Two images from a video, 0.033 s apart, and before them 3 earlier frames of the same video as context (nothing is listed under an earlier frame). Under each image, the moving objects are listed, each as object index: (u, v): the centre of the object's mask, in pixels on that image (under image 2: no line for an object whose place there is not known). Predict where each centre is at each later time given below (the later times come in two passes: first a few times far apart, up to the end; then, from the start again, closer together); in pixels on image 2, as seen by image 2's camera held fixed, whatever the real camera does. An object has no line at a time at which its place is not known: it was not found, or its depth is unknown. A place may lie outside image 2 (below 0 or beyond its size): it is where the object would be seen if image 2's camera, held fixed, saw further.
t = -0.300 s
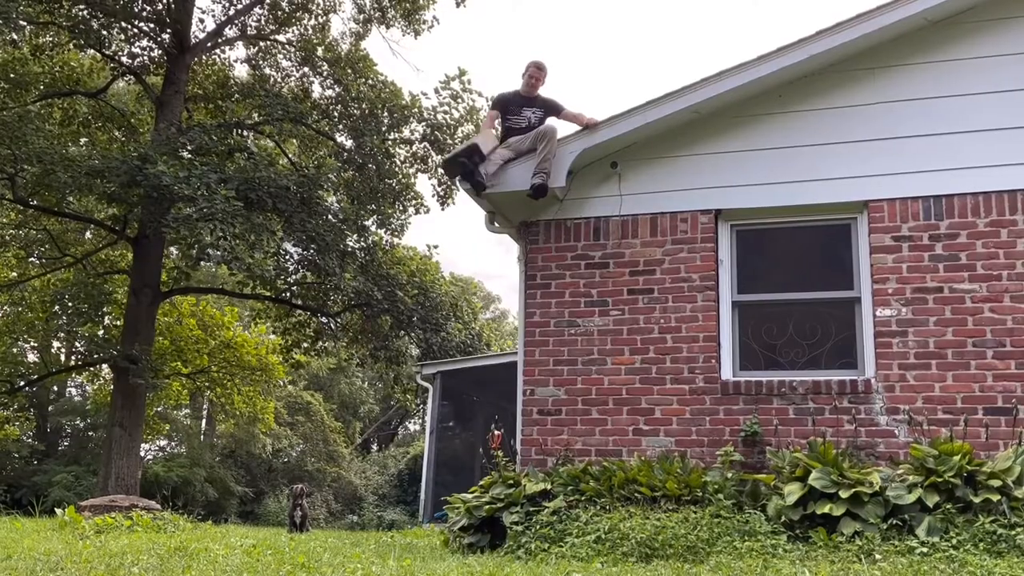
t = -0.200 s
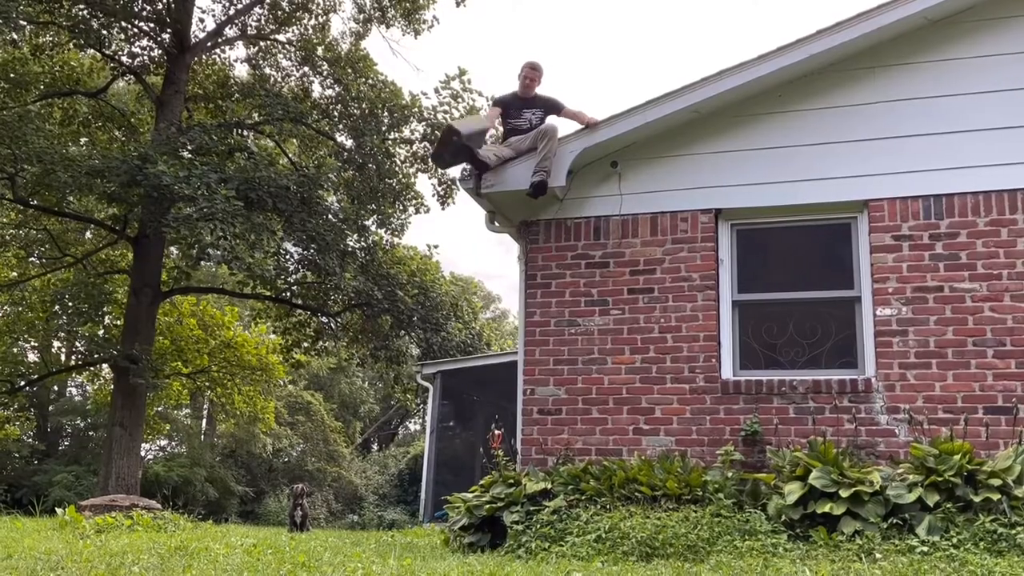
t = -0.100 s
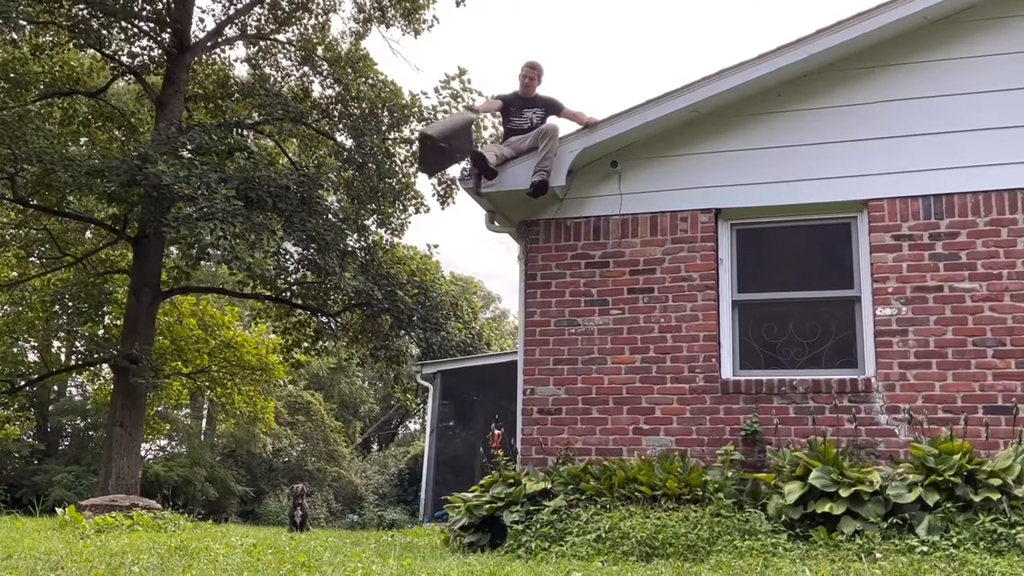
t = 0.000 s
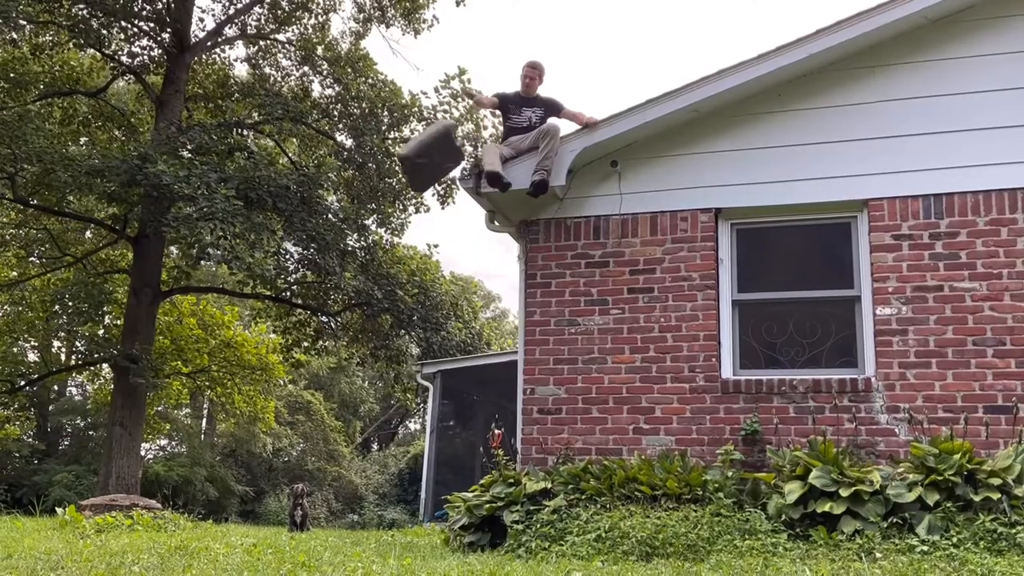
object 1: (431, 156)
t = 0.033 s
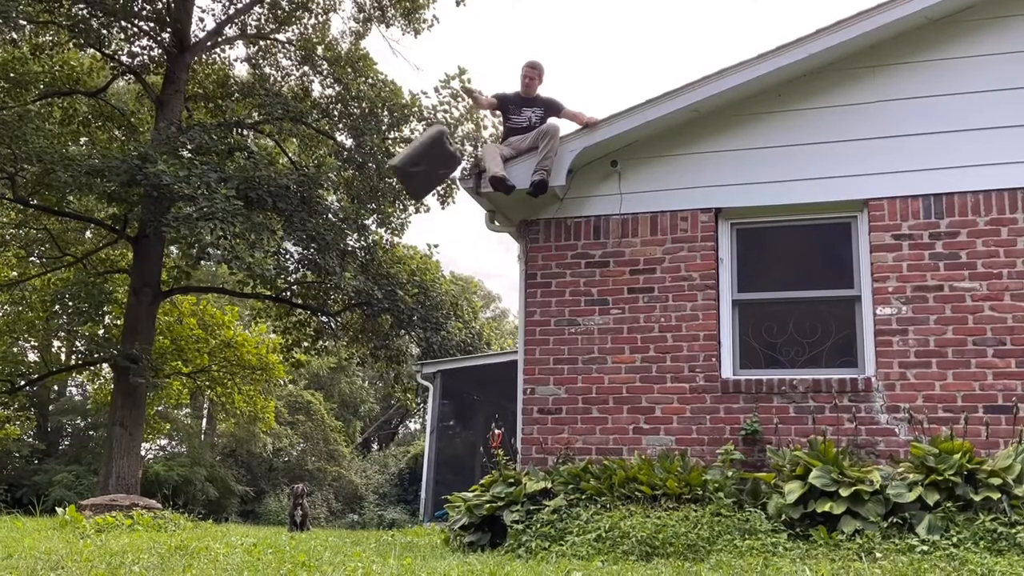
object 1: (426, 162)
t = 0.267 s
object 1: (381, 264)
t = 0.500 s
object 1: (320, 473)
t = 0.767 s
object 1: (246, 537)
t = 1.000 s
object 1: (215, 541)
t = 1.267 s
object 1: (212, 542)
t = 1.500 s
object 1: (212, 542)
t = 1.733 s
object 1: (211, 542)
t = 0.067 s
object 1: (420, 172)
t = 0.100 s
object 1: (415, 182)
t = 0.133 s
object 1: (409, 194)
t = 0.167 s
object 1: (403, 209)
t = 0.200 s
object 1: (396, 225)
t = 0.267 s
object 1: (381, 264)
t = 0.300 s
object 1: (374, 286)
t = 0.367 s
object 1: (358, 336)
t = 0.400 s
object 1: (350, 366)
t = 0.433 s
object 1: (340, 399)
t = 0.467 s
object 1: (331, 435)
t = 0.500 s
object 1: (320, 473)
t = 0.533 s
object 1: (309, 511)
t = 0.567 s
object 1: (293, 538)
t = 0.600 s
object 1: (287, 538)
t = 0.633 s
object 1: (275, 537)
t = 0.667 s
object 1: (267, 536)
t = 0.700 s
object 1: (261, 535)
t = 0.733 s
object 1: (253, 535)
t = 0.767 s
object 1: (246, 537)
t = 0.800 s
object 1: (239, 540)
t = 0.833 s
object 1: (233, 541)
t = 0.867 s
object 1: (229, 541)
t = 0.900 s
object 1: (224, 541)
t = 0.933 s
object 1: (219, 541)
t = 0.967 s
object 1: (217, 541)
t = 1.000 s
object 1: (215, 541)
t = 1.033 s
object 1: (213, 541)
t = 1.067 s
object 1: (212, 541)
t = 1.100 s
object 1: (212, 541)
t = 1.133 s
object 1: (212, 541)
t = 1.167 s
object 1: (212, 542)
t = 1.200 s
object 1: (212, 542)
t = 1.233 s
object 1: (212, 542)
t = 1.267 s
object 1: (212, 542)
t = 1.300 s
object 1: (212, 542)
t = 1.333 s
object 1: (212, 542)
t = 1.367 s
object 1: (212, 542)
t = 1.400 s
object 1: (212, 542)
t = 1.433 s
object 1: (212, 542)
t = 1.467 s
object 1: (212, 542)
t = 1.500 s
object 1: (212, 542)
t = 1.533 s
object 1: (211, 542)
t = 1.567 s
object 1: (212, 542)
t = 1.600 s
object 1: (212, 542)
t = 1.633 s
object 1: (211, 542)
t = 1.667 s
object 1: (211, 542)
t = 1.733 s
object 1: (211, 542)
